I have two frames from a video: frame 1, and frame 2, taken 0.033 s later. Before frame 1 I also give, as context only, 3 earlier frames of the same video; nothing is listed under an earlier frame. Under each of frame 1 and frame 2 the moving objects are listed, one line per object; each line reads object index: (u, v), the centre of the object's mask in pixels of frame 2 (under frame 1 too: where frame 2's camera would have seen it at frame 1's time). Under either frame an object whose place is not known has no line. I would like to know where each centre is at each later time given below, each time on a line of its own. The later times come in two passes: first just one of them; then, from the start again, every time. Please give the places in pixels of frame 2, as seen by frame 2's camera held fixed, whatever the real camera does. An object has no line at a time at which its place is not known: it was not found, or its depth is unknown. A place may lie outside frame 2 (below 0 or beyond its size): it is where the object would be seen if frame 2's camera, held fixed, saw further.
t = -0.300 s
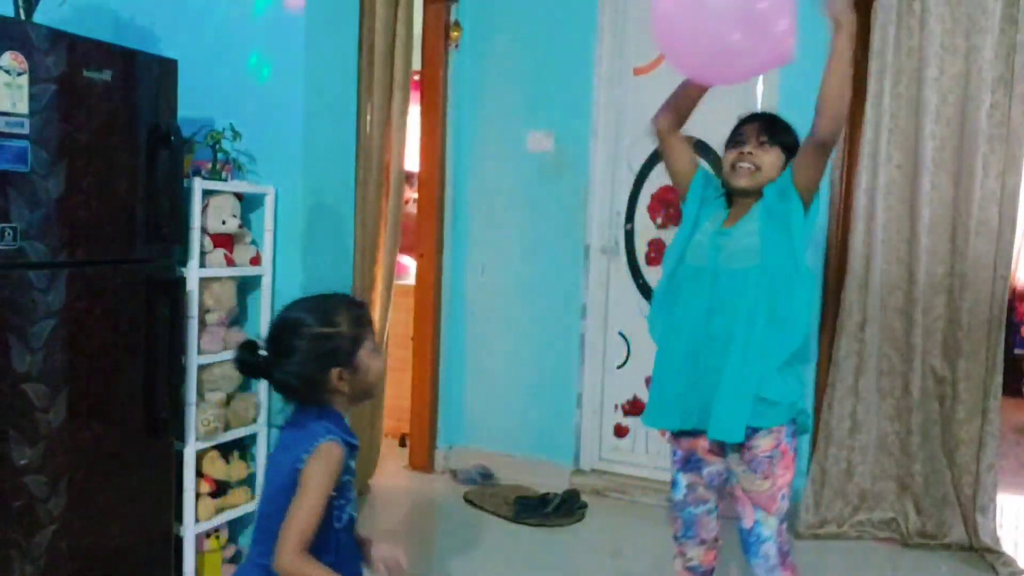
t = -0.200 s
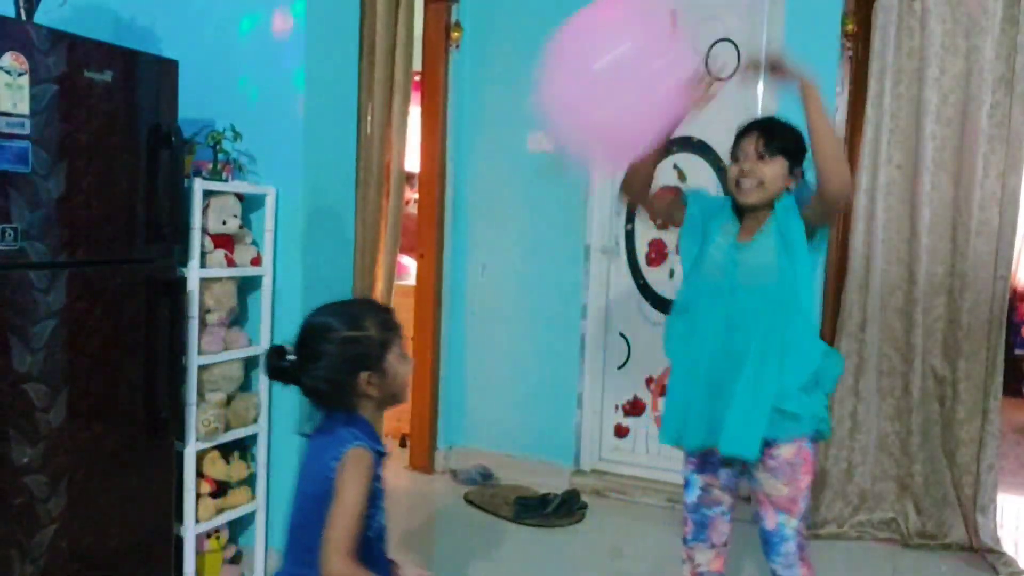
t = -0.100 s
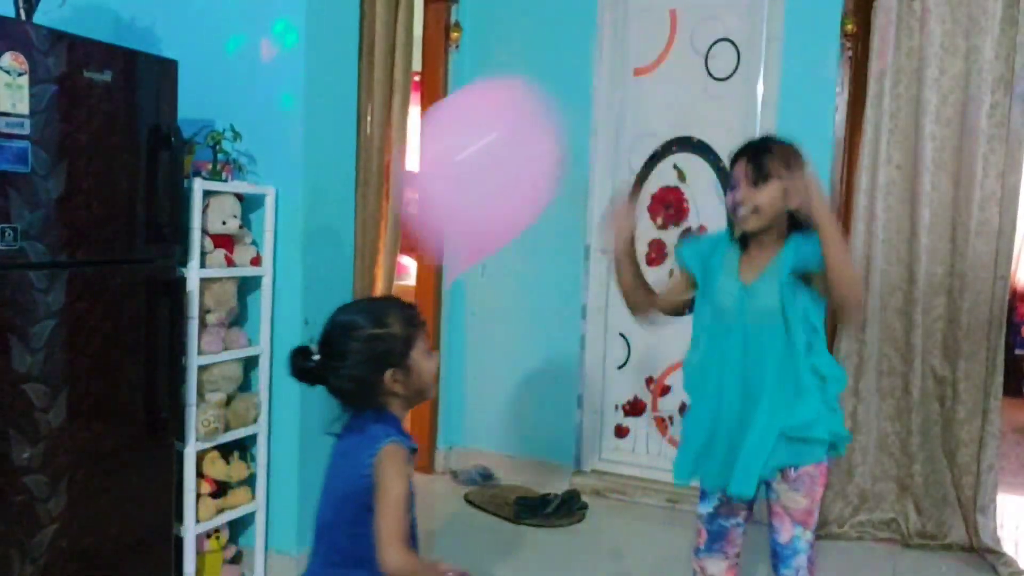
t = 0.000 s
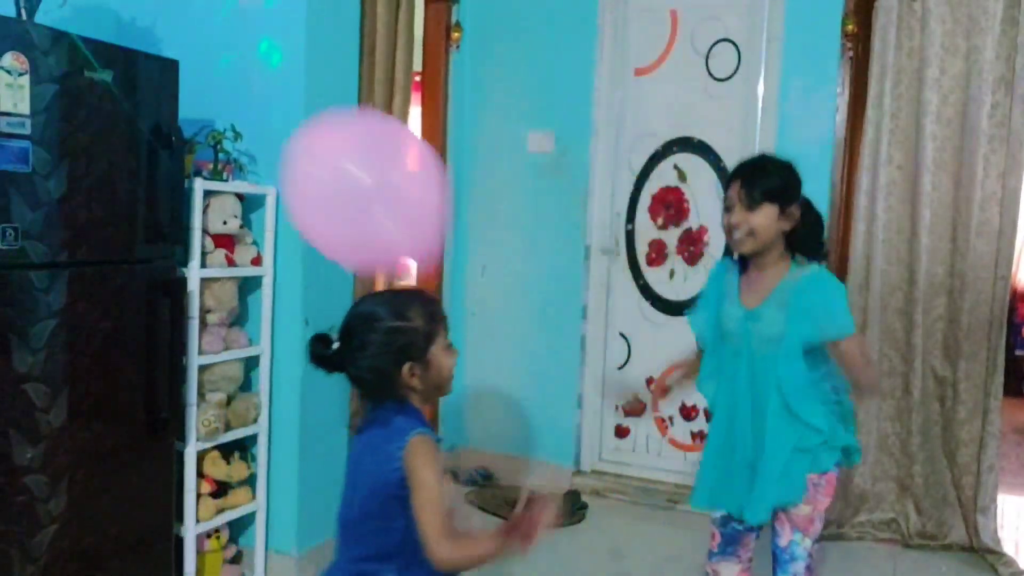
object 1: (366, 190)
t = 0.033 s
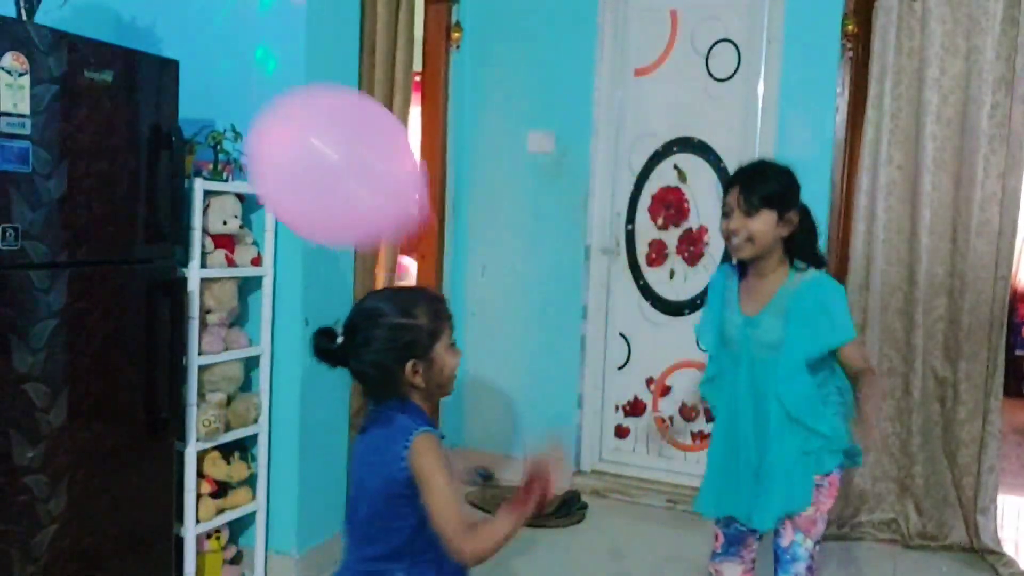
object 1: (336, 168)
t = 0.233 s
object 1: (215, 57)
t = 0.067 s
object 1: (312, 144)
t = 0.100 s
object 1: (290, 121)
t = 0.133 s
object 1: (269, 99)
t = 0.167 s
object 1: (251, 78)
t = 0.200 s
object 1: (231, 67)
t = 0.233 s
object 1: (215, 57)
